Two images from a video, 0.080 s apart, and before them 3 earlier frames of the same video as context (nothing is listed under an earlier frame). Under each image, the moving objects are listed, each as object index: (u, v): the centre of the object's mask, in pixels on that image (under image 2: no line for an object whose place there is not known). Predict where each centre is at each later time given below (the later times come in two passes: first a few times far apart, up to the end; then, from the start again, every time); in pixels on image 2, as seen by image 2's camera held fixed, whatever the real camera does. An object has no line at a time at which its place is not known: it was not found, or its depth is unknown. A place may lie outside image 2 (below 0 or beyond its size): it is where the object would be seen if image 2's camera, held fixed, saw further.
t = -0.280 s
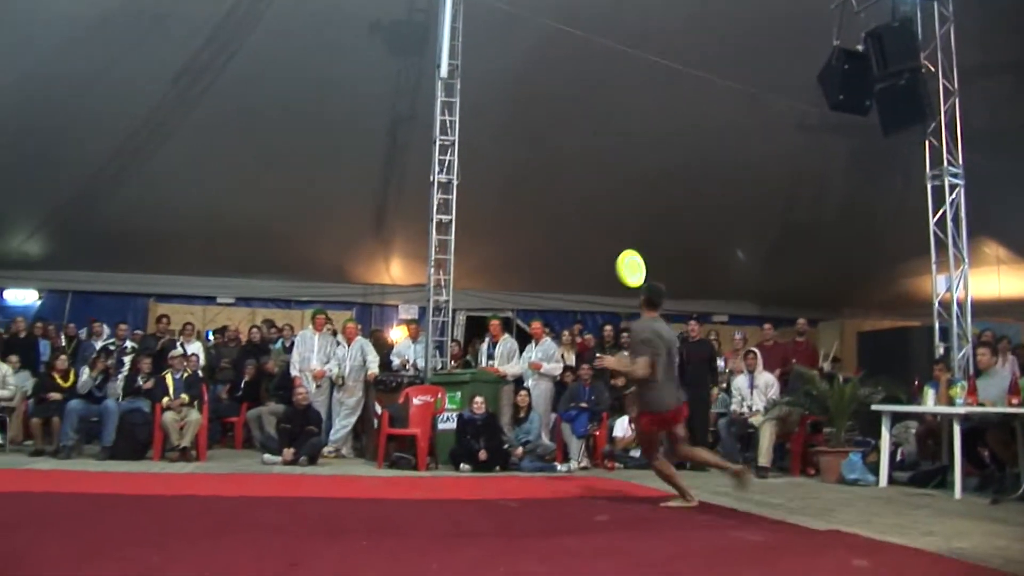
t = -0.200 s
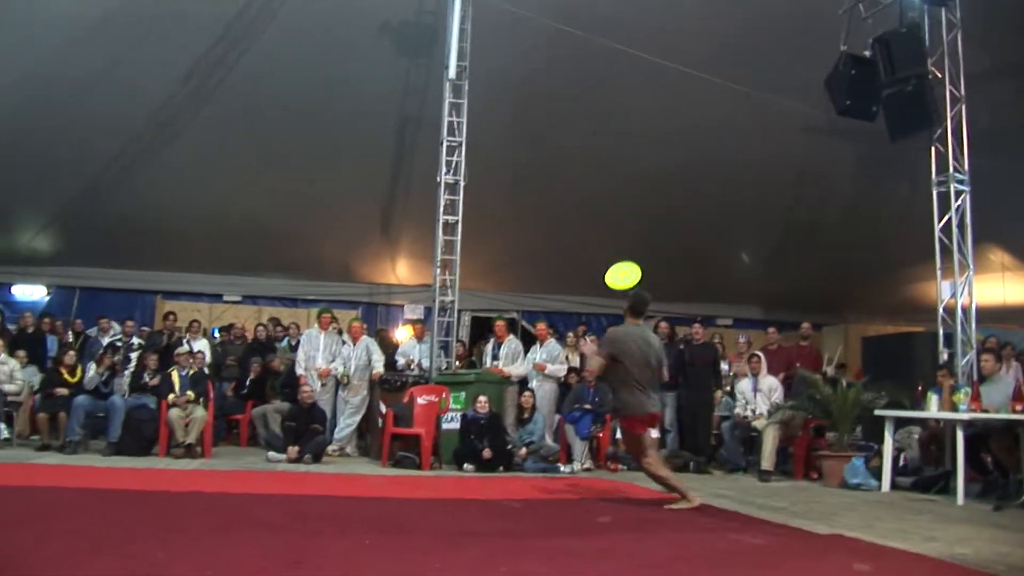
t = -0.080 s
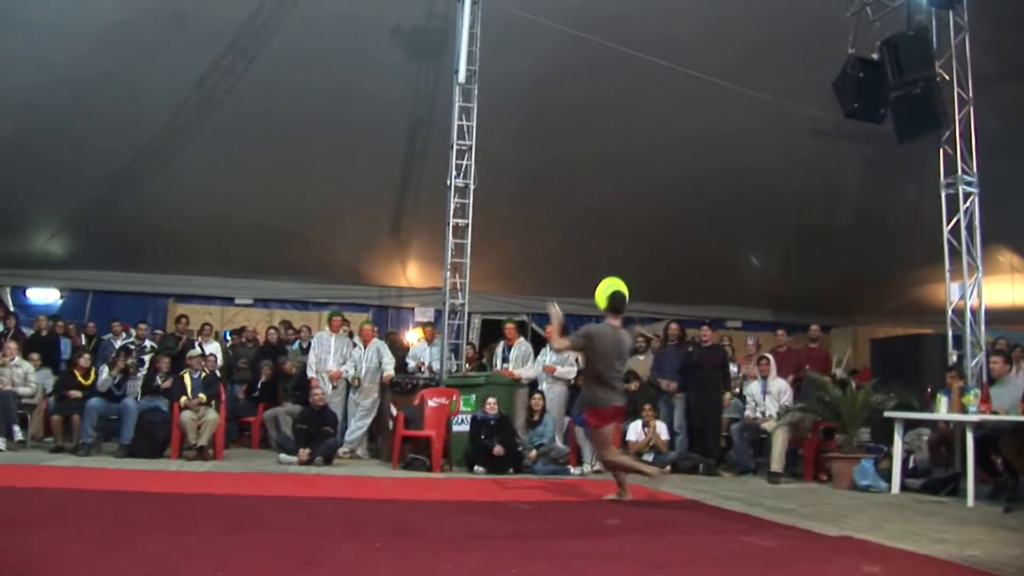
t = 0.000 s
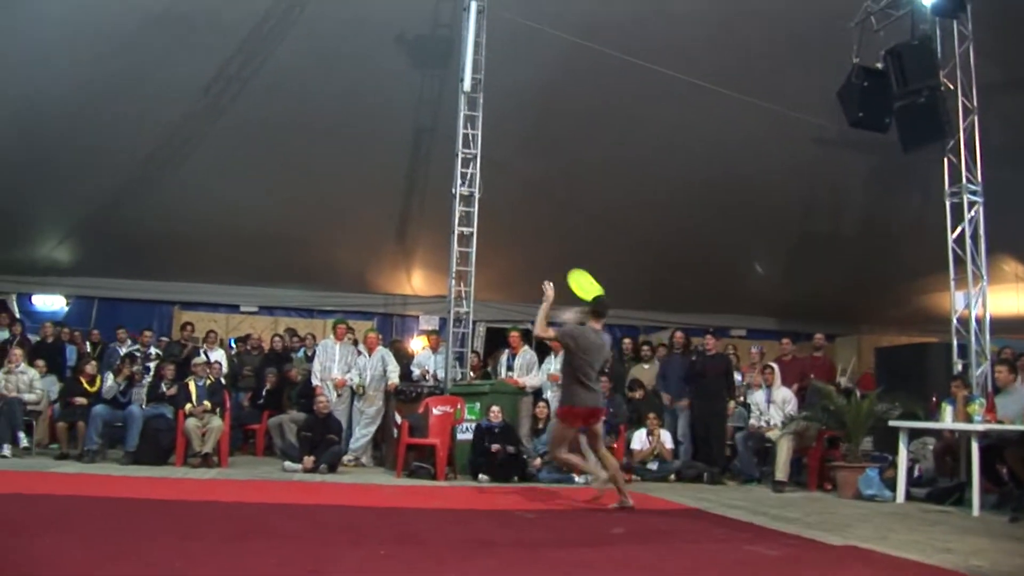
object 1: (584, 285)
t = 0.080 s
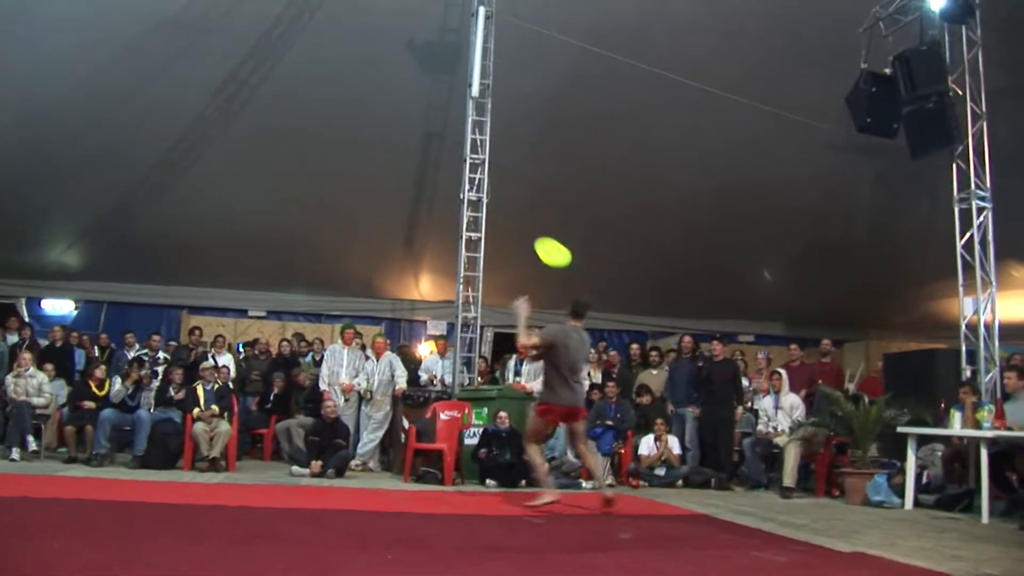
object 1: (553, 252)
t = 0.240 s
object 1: (485, 196)
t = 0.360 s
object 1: (441, 169)
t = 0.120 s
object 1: (533, 235)
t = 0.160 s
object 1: (517, 221)
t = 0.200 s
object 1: (501, 207)
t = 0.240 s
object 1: (485, 196)
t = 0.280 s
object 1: (468, 185)
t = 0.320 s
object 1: (454, 176)
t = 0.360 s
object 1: (441, 169)
